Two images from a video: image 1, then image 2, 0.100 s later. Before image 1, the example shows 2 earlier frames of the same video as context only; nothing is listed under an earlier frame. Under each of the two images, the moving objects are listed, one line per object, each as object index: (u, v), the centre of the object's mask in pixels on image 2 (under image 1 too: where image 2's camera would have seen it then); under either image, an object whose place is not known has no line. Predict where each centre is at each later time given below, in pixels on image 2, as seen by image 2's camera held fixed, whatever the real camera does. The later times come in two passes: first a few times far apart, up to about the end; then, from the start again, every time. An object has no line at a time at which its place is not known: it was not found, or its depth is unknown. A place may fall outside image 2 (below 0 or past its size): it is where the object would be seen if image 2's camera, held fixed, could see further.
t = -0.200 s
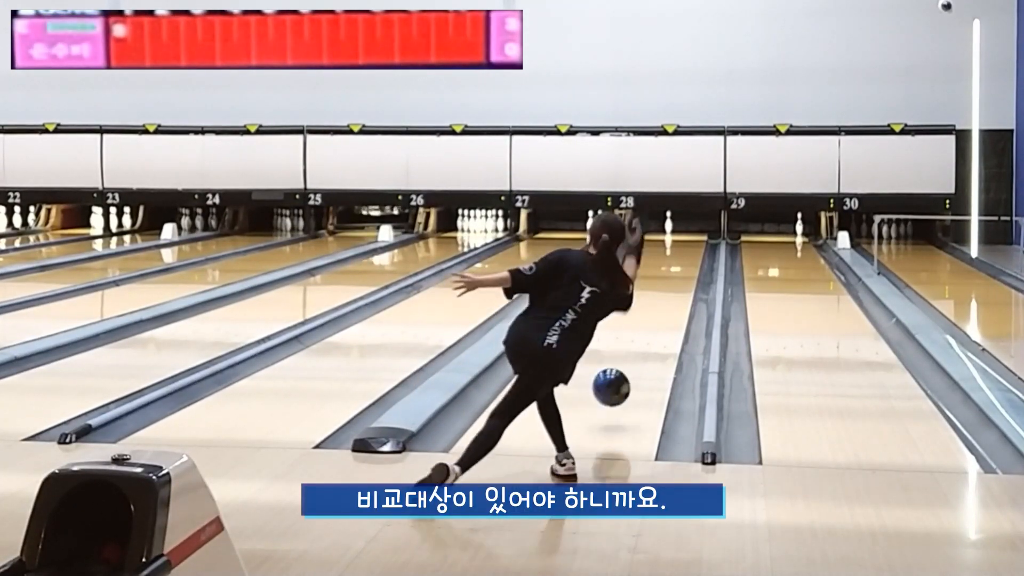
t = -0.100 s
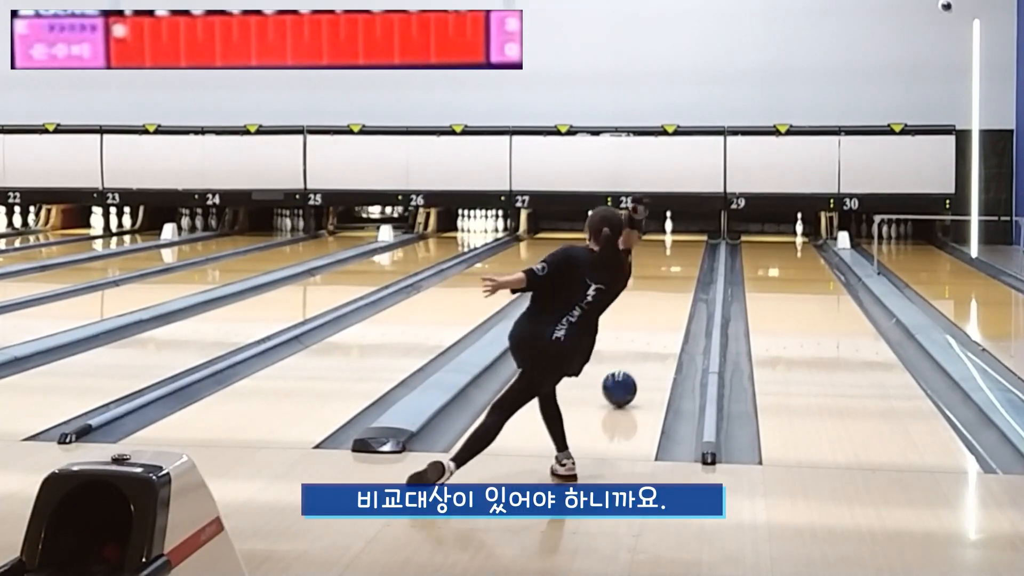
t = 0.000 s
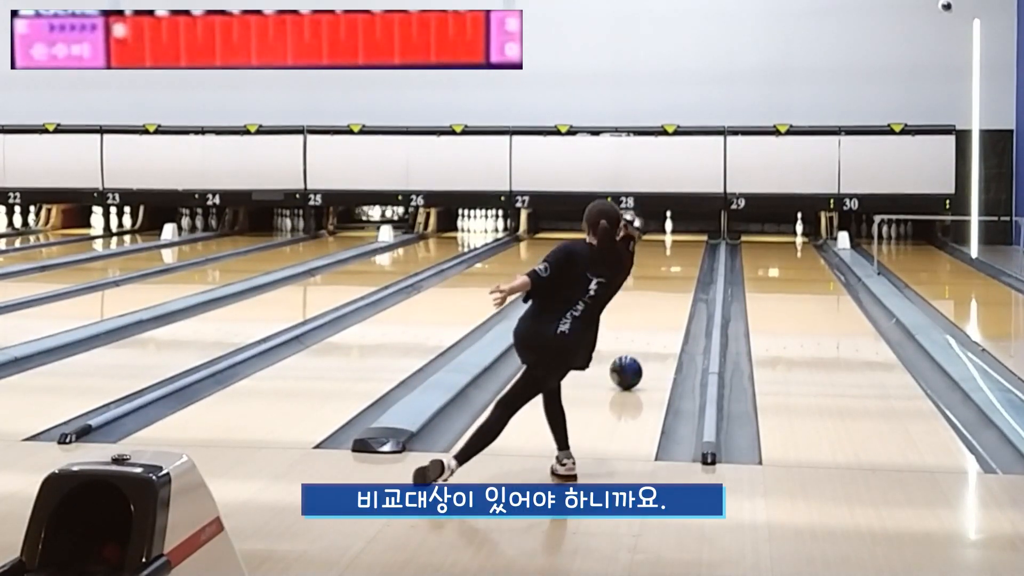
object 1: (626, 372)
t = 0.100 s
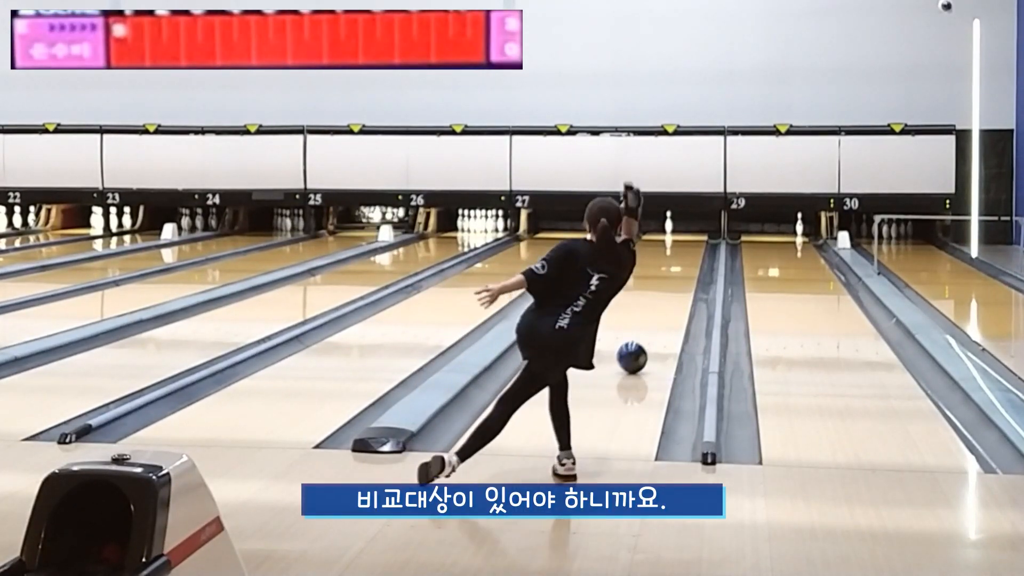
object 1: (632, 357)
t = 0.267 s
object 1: (640, 337)
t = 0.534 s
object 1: (650, 312)
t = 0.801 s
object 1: (657, 292)
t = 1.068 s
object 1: (663, 277)
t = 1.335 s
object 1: (667, 264)
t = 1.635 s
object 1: (671, 252)
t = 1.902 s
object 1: (673, 244)
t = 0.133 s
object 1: (634, 353)
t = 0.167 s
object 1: (635, 349)
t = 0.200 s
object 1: (637, 345)
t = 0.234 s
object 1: (639, 341)
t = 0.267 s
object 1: (640, 337)
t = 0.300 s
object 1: (641, 333)
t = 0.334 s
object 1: (643, 330)
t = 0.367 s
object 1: (644, 327)
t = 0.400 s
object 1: (647, 326)
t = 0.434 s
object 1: (646, 321)
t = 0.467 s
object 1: (648, 317)
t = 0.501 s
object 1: (649, 315)
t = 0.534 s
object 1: (650, 312)
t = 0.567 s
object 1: (651, 309)
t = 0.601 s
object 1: (652, 307)
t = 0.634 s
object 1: (653, 304)
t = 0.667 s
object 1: (654, 301)
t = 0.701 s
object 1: (655, 299)
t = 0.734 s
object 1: (655, 296)
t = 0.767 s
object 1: (656, 294)
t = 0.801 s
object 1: (657, 292)
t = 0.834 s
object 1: (658, 290)
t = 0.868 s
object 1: (659, 288)
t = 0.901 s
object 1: (660, 286)
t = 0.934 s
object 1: (660, 284)
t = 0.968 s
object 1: (660, 282)
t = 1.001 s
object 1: (661, 280)
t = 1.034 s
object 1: (662, 278)
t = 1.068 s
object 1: (663, 277)
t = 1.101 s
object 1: (663, 275)
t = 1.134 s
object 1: (664, 273)
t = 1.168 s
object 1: (664, 272)
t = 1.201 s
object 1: (665, 270)
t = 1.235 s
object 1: (665, 268)
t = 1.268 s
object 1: (666, 267)
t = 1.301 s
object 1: (666, 265)
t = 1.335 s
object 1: (667, 264)
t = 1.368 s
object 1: (667, 263)
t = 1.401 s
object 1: (668, 261)
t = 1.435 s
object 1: (668, 260)
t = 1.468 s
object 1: (669, 259)
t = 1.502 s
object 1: (669, 257)
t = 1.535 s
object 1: (670, 256)
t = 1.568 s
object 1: (671, 255)
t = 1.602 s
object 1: (670, 253)
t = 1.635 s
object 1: (671, 252)
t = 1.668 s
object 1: (671, 251)
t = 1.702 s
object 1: (671, 250)
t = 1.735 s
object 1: (672, 249)
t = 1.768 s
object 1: (672, 248)
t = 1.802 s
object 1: (672, 247)
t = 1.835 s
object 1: (672, 246)
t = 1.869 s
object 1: (673, 245)
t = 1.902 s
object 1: (673, 244)
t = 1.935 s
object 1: (673, 243)
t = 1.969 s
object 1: (673, 242)
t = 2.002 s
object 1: (672, 241)
